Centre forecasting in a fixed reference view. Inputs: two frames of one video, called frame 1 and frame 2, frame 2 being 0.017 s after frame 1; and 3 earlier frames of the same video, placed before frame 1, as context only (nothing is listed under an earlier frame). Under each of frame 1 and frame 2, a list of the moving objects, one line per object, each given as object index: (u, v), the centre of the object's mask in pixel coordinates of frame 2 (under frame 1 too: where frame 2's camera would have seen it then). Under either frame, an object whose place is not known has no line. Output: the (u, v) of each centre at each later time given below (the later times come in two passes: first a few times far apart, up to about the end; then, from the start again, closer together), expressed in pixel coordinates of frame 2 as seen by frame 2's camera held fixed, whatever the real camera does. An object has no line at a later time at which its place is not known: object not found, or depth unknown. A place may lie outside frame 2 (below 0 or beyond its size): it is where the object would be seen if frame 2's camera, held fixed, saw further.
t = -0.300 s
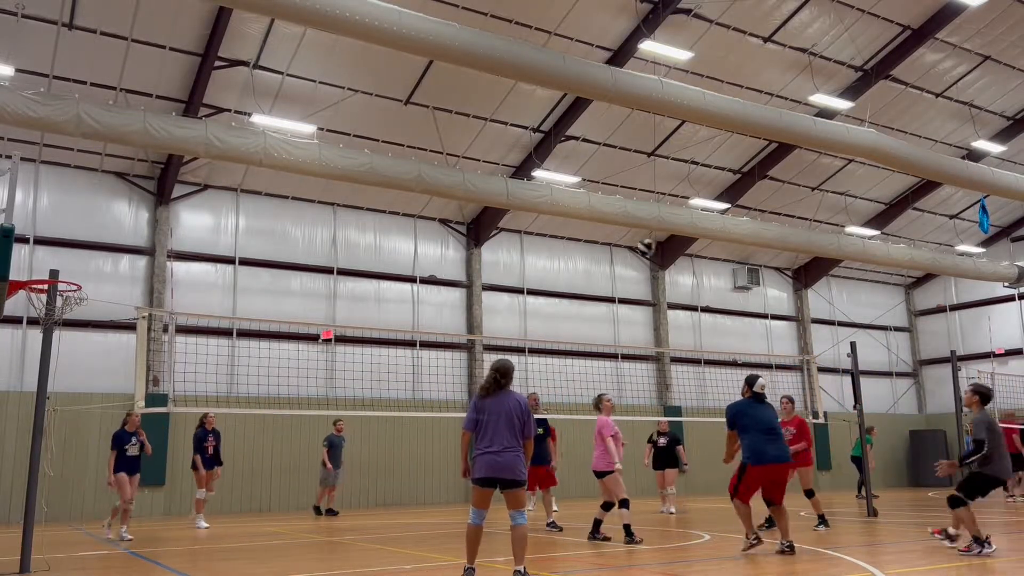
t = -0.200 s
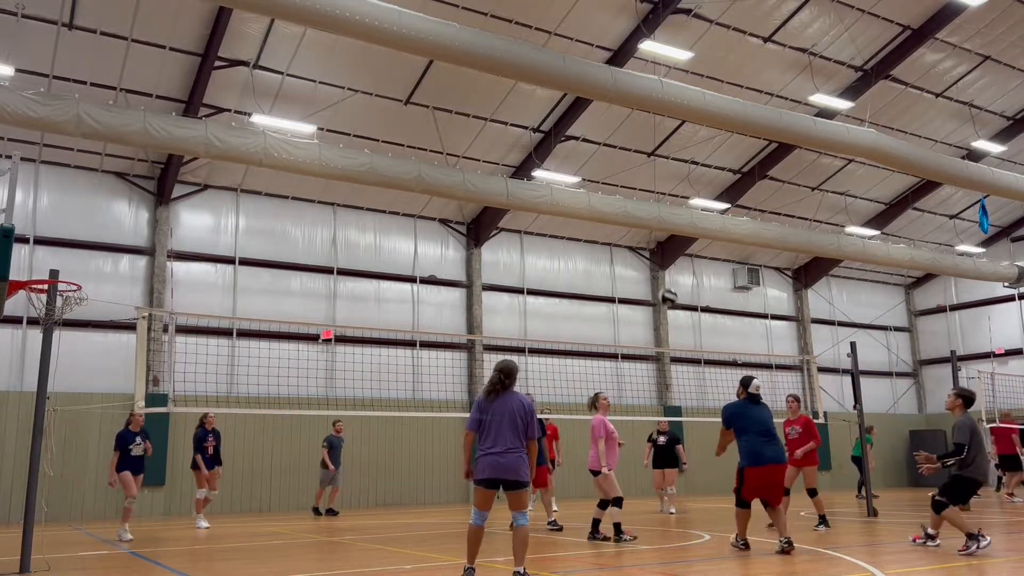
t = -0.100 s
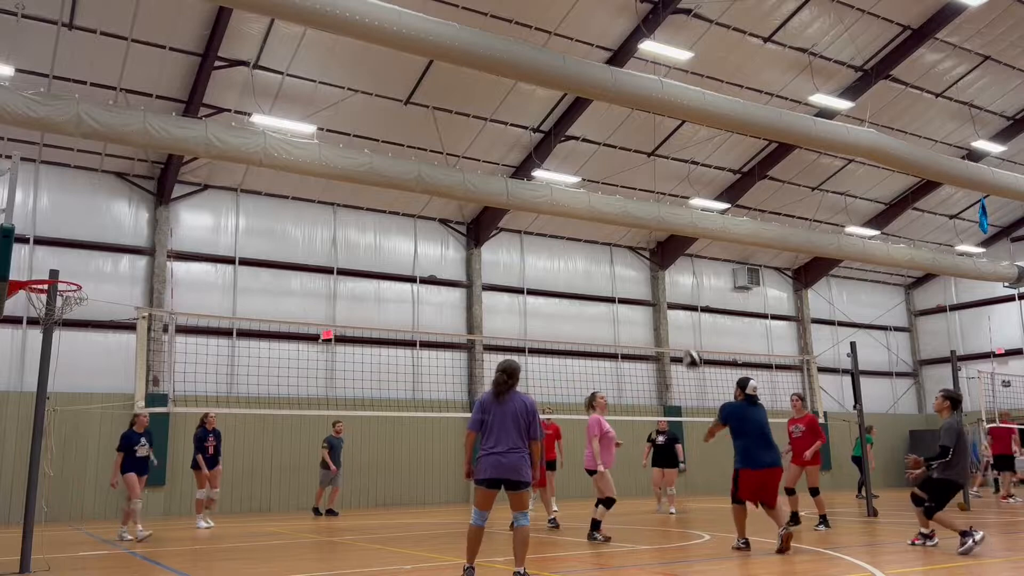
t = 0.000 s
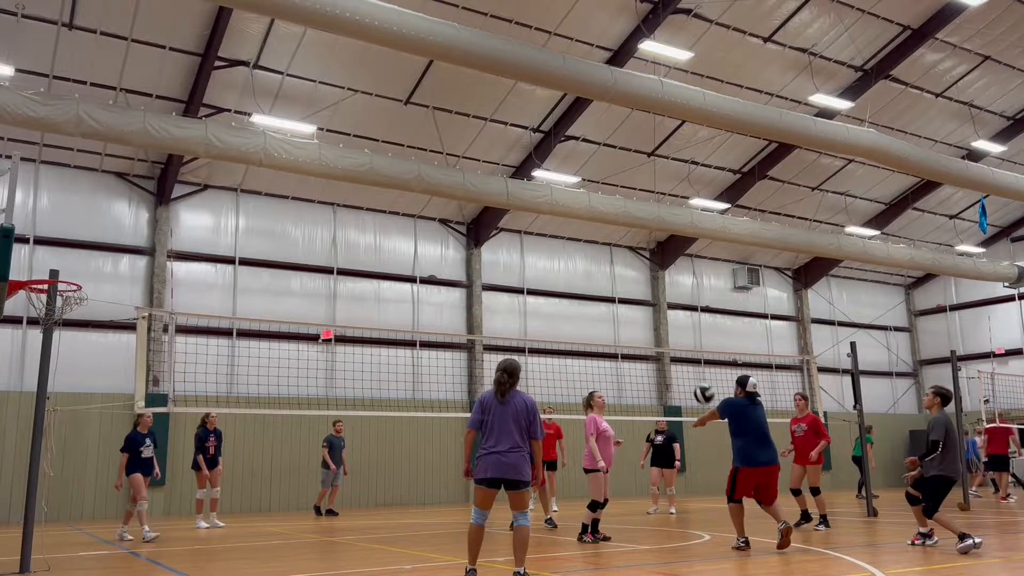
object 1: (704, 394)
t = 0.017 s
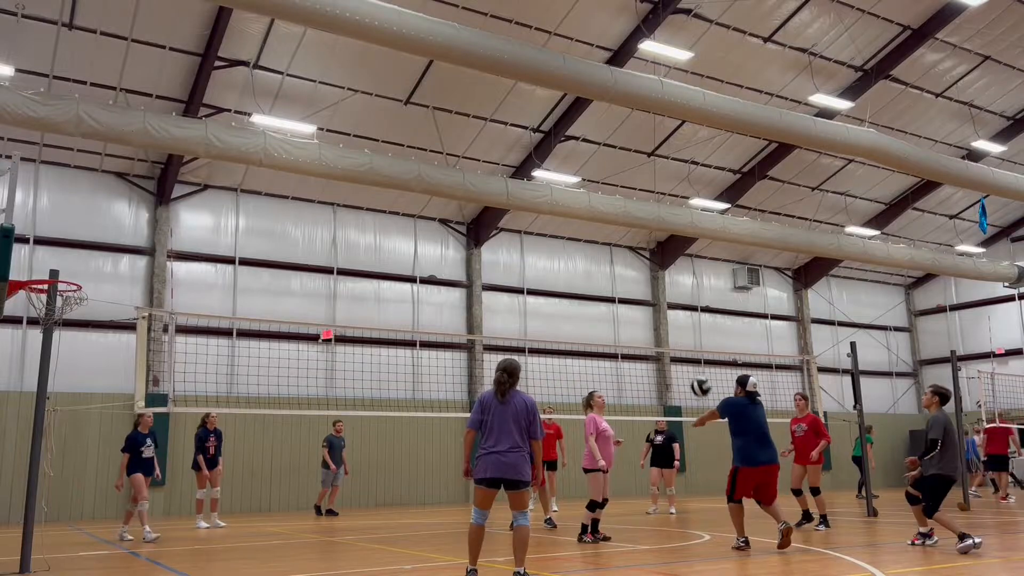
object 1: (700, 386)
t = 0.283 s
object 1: (653, 308)
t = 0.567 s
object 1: (610, 299)
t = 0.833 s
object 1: (575, 351)
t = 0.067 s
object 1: (691, 366)
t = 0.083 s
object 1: (689, 360)
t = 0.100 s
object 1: (684, 354)
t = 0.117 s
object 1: (682, 349)
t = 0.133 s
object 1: (679, 345)
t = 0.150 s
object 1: (676, 339)
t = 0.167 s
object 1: (672, 334)
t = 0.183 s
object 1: (670, 330)
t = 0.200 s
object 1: (667, 326)
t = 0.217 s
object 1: (664, 323)
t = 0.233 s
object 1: (661, 318)
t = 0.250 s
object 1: (658, 315)
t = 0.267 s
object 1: (656, 311)
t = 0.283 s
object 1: (653, 308)
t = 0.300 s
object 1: (650, 306)
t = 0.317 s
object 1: (647, 303)
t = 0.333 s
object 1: (645, 302)
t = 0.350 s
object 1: (642, 300)
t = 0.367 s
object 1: (639, 299)
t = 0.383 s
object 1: (637, 297)
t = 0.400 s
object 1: (634, 296)
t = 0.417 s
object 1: (632, 295)
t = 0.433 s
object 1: (630, 295)
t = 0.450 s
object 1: (627, 294)
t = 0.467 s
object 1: (625, 294)
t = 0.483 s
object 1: (623, 294)
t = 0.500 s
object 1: (621, 294)
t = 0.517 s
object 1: (618, 295)
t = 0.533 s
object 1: (615, 296)
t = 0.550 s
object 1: (613, 297)
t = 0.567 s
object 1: (610, 299)
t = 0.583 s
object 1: (607, 300)
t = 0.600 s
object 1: (605, 302)
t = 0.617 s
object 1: (603, 304)
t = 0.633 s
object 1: (601, 306)
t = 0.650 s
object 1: (599, 308)
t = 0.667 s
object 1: (596, 311)
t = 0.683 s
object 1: (595, 314)
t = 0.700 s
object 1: (592, 317)
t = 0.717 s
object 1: (590, 321)
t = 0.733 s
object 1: (588, 325)
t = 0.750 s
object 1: (586, 328)
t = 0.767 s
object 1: (584, 333)
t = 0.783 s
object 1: (582, 337)
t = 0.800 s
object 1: (580, 342)
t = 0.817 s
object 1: (578, 346)
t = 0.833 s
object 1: (575, 351)
